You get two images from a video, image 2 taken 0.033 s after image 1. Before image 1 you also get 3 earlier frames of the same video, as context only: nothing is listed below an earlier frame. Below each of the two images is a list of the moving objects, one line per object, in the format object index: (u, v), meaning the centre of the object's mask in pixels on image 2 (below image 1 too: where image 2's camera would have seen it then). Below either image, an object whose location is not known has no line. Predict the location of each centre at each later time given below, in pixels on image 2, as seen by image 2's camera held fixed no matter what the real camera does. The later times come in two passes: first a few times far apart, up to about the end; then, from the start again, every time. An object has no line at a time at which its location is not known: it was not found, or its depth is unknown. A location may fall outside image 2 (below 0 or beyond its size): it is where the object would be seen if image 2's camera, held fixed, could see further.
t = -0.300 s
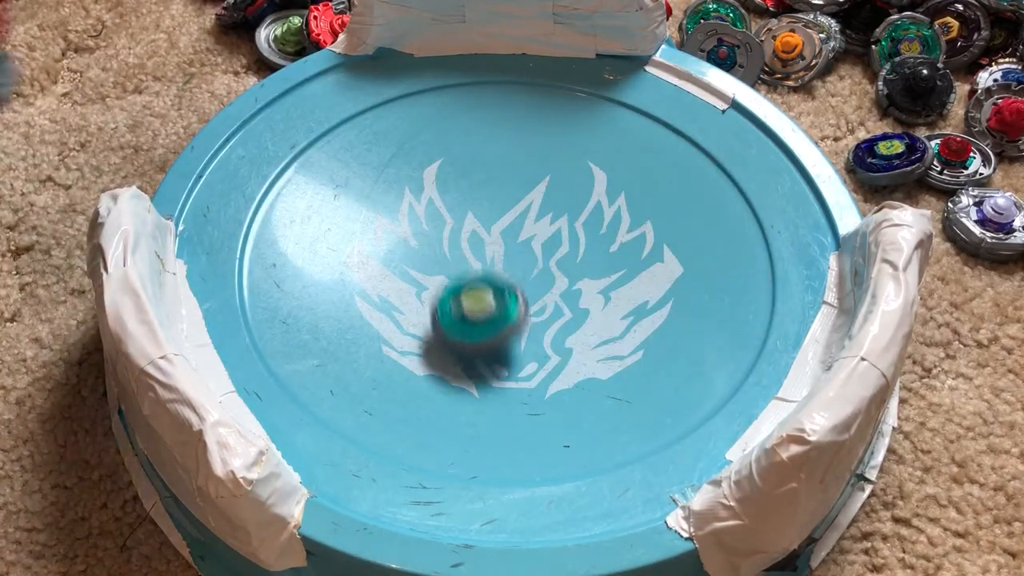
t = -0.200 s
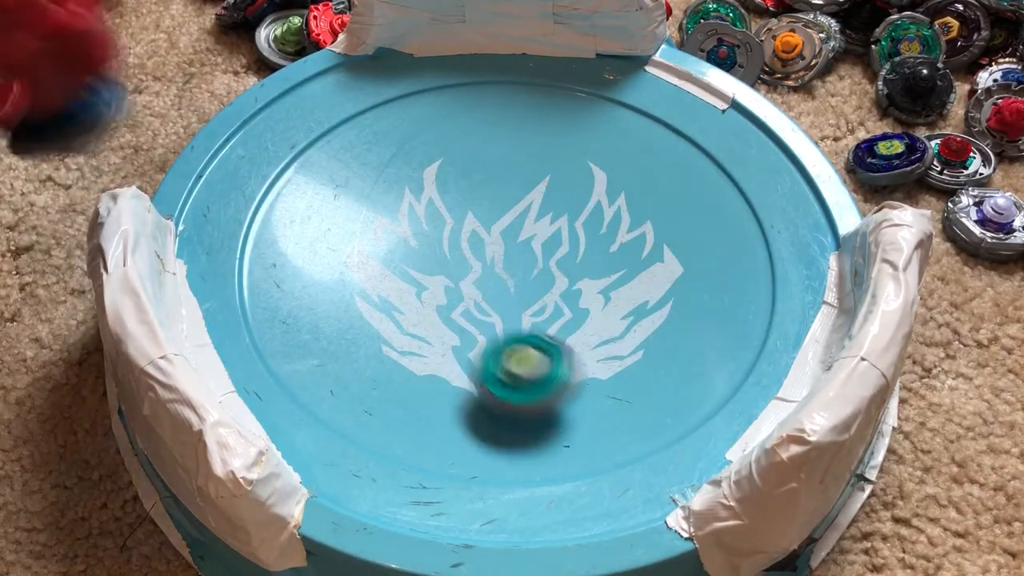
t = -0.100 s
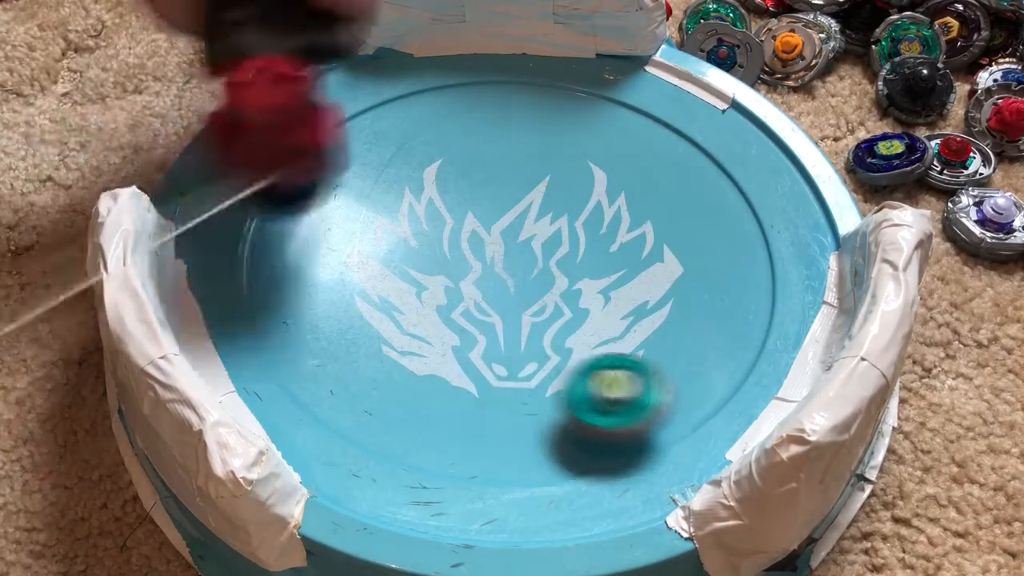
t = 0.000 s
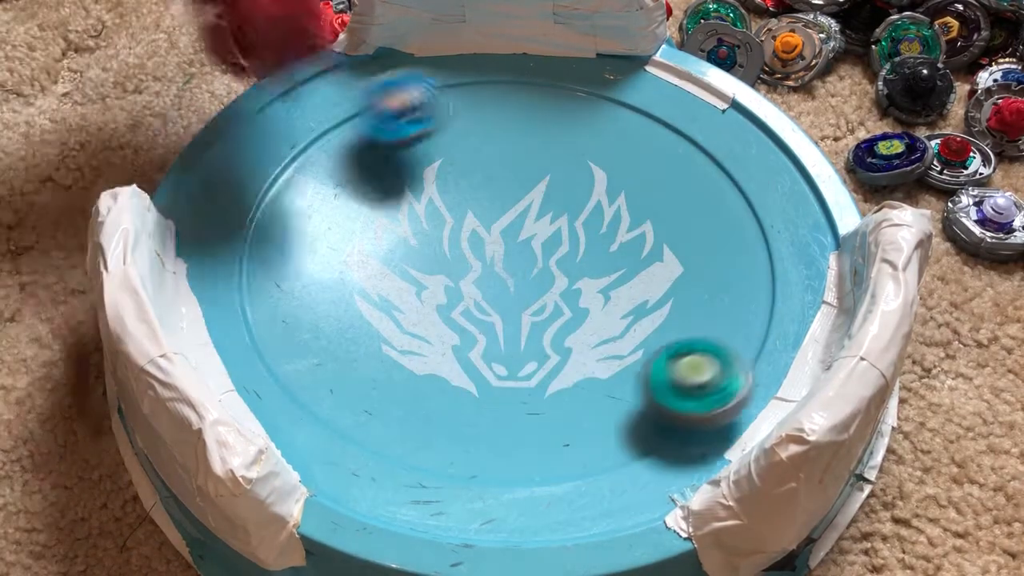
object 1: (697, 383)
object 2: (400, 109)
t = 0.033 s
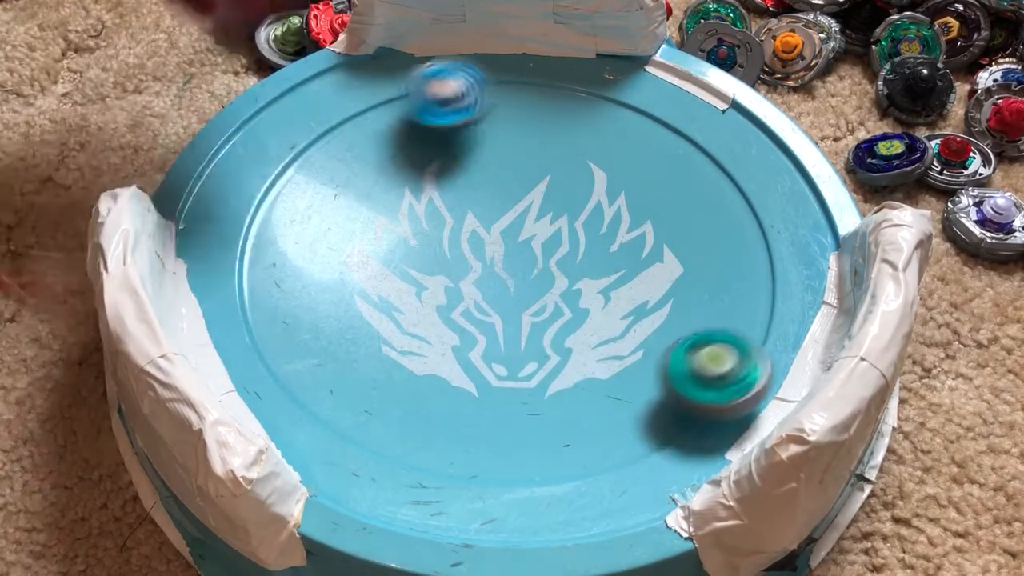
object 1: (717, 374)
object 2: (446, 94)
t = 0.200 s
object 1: (742, 299)
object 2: (547, 86)
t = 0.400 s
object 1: (624, 226)
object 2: (564, 122)
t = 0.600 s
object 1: (433, 247)
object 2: (568, 105)
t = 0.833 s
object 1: (382, 394)
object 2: (526, 95)
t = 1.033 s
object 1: (510, 442)
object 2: (541, 250)
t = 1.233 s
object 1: (614, 364)
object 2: (755, 307)
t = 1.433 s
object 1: (568, 232)
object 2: (795, 152)
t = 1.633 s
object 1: (397, 178)
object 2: (606, 87)
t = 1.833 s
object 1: (275, 261)
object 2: (430, 275)
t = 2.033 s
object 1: (342, 350)
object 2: (624, 443)
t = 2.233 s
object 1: (524, 341)
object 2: (737, 219)
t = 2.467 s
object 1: (560, 175)
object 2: (445, 122)
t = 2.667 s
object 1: (415, 115)
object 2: (263, 341)
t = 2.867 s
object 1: (321, 178)
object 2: (662, 463)
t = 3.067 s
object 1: (404, 298)
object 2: (642, 205)
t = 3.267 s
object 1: (612, 278)
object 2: (359, 113)
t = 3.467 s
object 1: (637, 144)
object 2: (277, 310)
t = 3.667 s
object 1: (528, 100)
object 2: (611, 363)
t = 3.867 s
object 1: (425, 177)
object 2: (683, 129)
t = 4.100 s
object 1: (514, 321)
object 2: (382, 71)
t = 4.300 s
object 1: (707, 286)
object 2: (298, 297)
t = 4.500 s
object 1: (712, 190)
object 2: (619, 409)
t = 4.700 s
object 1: (600, 161)
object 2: (786, 193)
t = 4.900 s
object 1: (473, 225)
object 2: (607, 58)
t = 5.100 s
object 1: (491, 351)
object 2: (368, 154)
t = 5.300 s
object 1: (637, 366)
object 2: (392, 386)
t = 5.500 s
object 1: (678, 295)
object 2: (731, 375)
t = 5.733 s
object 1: (564, 228)
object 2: (656, 157)
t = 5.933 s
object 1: (439, 256)
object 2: (375, 168)
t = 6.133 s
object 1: (410, 332)
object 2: (283, 355)
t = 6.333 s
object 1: (494, 365)
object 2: (603, 429)
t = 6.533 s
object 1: (553, 319)
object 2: (681, 226)
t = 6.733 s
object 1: (529, 258)
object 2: (451, 119)
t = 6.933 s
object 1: (464, 229)
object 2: (258, 232)
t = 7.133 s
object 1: (418, 237)
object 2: (387, 398)
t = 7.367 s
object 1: (422, 266)
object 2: (676, 276)
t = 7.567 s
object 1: (465, 268)
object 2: (557, 105)
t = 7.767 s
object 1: (503, 245)
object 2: (338, 137)
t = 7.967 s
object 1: (509, 217)
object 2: (355, 325)
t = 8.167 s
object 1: (500, 204)
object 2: (644, 342)
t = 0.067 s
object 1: (732, 363)
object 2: (480, 79)
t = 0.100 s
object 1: (741, 349)
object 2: (507, 66)
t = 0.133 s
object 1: (747, 331)
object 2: (524, 64)
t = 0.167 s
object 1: (747, 314)
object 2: (539, 75)
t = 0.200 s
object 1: (742, 299)
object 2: (547, 86)
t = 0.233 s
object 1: (733, 284)
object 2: (552, 96)
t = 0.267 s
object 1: (719, 270)
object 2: (556, 105)
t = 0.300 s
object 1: (702, 257)
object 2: (559, 112)
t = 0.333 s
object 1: (680, 245)
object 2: (562, 117)
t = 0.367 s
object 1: (653, 233)
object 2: (563, 121)
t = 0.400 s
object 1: (624, 226)
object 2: (564, 122)
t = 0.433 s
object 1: (591, 220)
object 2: (565, 123)
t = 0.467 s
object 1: (559, 217)
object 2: (565, 123)
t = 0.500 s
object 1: (525, 219)
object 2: (566, 121)
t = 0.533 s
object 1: (494, 223)
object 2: (567, 116)
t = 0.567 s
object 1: (461, 233)
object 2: (567, 111)
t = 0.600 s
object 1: (433, 247)
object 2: (568, 105)
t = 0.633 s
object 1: (408, 262)
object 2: (569, 98)
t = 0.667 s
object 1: (386, 282)
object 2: (569, 90)
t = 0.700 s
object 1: (371, 304)
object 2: (569, 79)
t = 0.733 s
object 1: (362, 326)
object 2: (556, 76)
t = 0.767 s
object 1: (361, 349)
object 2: (545, 82)
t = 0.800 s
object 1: (368, 373)
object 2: (536, 86)
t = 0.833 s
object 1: (382, 394)
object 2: (526, 95)
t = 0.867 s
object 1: (400, 413)
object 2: (516, 110)
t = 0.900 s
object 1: (421, 426)
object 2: (507, 134)
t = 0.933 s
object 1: (443, 435)
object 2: (505, 162)
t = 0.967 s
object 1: (465, 441)
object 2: (509, 193)
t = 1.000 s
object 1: (488, 443)
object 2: (522, 222)
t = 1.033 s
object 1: (510, 442)
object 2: (541, 250)
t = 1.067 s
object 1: (533, 436)
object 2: (567, 272)
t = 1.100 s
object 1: (553, 429)
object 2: (598, 293)
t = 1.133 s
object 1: (572, 416)
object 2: (634, 308)
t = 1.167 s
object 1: (589, 402)
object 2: (674, 312)
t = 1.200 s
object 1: (603, 384)
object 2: (714, 313)
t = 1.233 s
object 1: (614, 364)
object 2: (755, 307)
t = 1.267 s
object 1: (621, 342)
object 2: (783, 277)
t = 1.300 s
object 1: (621, 321)
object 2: (794, 250)
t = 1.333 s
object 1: (616, 294)
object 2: (789, 231)
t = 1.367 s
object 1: (604, 275)
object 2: (789, 203)
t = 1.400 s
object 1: (589, 250)
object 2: (791, 177)
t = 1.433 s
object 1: (568, 232)
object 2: (795, 152)
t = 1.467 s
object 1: (541, 210)
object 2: (765, 124)
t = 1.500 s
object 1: (512, 199)
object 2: (728, 112)
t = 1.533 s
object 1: (485, 190)
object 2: (698, 96)
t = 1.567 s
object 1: (455, 183)
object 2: (667, 85)
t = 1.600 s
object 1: (426, 177)
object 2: (635, 83)
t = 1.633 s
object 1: (397, 178)
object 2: (606, 87)
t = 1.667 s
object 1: (368, 185)
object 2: (573, 103)
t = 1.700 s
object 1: (340, 194)
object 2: (536, 124)
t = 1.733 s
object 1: (317, 207)
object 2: (500, 152)
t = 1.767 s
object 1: (296, 225)
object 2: (470, 185)
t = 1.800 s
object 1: (283, 243)
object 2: (445, 230)
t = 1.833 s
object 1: (275, 261)
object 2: (430, 275)
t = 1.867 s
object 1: (273, 280)
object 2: (427, 316)
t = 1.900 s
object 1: (278, 296)
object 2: (436, 357)
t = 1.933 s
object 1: (288, 313)
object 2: (462, 395)
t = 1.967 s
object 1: (301, 326)
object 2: (500, 431)
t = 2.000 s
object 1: (319, 339)
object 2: (551, 456)
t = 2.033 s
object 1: (342, 350)
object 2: (624, 443)
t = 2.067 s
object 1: (369, 357)
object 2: (683, 434)
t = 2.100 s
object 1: (399, 363)
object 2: (705, 382)
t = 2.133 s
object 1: (433, 363)
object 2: (718, 345)
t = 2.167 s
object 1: (467, 359)
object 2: (734, 303)
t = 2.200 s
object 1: (497, 353)
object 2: (742, 258)
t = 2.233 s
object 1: (524, 341)
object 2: (737, 219)
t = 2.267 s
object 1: (547, 319)
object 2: (718, 181)
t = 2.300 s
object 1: (565, 298)
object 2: (690, 152)
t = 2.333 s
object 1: (577, 273)
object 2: (654, 130)
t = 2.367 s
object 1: (582, 246)
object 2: (604, 114)
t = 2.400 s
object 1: (580, 221)
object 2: (556, 107)
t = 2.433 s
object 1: (574, 196)
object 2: (500, 111)
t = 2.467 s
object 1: (560, 175)
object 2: (445, 122)
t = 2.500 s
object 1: (541, 155)
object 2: (394, 141)
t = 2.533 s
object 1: (520, 141)
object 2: (350, 168)
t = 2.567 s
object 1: (496, 127)
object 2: (307, 204)
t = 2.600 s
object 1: (470, 118)
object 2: (272, 254)
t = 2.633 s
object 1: (442, 114)
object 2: (254, 299)
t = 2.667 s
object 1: (415, 115)
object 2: (263, 341)
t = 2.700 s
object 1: (391, 118)
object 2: (294, 394)
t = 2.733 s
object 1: (370, 124)
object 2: (365, 432)
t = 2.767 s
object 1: (349, 134)
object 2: (442, 459)
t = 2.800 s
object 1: (335, 147)
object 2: (522, 476)
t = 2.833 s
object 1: (325, 162)
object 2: (597, 479)
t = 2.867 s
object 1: (321, 178)
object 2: (662, 463)
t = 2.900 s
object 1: (321, 198)
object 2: (682, 411)
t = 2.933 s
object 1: (325, 218)
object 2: (688, 372)
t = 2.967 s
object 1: (336, 242)
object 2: (694, 329)
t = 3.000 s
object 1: (353, 262)
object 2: (689, 285)
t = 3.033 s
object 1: (375, 283)
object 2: (670, 245)
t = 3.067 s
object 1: (404, 298)
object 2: (642, 205)
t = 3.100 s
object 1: (439, 309)
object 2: (605, 171)
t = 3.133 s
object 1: (476, 318)
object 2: (560, 144)
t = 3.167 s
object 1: (514, 315)
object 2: (512, 124)
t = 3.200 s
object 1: (550, 310)
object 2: (460, 113)
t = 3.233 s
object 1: (584, 294)
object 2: (409, 110)
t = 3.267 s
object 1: (612, 278)
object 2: (359, 113)
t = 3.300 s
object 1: (635, 255)
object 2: (307, 125)
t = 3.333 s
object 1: (650, 231)
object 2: (269, 158)
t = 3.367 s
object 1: (655, 206)
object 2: (232, 193)
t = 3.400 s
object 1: (656, 183)
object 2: (217, 224)
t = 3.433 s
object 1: (650, 162)
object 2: (244, 268)
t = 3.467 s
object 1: (637, 144)
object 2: (277, 310)
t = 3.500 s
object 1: (622, 129)
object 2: (311, 342)
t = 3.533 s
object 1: (605, 117)
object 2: (366, 370)
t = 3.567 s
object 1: (587, 107)
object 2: (427, 387)
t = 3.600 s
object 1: (568, 101)
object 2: (490, 393)
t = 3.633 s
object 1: (548, 99)
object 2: (552, 385)
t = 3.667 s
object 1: (528, 100)
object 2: (611, 363)
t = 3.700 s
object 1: (507, 104)
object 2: (658, 331)
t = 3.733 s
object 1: (487, 113)
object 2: (690, 293)
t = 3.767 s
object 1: (468, 123)
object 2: (708, 250)
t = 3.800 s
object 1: (449, 139)
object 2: (710, 207)
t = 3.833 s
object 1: (435, 156)
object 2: (700, 165)
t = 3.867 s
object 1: (425, 177)
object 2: (683, 129)
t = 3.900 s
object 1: (419, 201)
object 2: (649, 93)
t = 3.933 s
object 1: (420, 225)
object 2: (599, 71)
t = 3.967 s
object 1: (428, 246)
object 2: (555, 57)
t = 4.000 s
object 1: (442, 269)
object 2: (510, 45)
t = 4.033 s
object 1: (461, 288)
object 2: (463, 43)
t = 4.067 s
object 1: (485, 306)
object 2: (417, 54)
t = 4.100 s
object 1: (514, 321)
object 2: (382, 71)
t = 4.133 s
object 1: (546, 331)
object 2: (346, 98)
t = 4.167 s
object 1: (583, 330)
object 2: (315, 132)
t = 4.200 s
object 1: (619, 326)
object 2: (292, 168)
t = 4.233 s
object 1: (655, 318)
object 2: (281, 210)
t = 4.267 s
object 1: (685, 303)
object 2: (283, 255)
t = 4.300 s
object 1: (707, 286)
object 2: (298, 297)
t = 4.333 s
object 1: (722, 267)
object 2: (328, 337)
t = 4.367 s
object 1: (731, 250)
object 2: (371, 368)
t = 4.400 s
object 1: (733, 232)
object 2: (426, 395)
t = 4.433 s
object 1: (730, 217)
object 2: (490, 413)
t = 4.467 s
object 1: (722, 203)
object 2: (554, 418)
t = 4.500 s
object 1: (712, 190)
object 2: (619, 409)
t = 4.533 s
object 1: (699, 180)
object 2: (680, 390)
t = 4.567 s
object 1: (684, 172)
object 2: (729, 366)
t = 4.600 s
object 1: (666, 166)
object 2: (761, 320)
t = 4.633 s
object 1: (647, 163)
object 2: (779, 274)
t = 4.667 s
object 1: (624, 161)
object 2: (787, 233)
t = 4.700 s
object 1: (600, 161)
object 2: (786, 193)
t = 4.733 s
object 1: (575, 165)
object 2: (772, 160)
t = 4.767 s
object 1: (553, 170)
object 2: (750, 129)
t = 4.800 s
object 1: (530, 179)
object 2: (721, 103)
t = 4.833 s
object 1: (509, 191)
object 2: (686, 83)
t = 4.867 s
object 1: (488, 208)
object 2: (645, 70)
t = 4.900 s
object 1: (473, 225)
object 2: (607, 58)
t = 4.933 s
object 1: (463, 246)
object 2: (566, 62)
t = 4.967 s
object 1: (457, 268)
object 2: (525, 68)
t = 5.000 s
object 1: (455, 292)
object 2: (481, 80)
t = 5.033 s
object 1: (460, 314)
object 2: (438, 101)
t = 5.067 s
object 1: (473, 332)
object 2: (399, 125)
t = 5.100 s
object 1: (491, 351)
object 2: (368, 154)
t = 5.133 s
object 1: (513, 365)
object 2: (343, 189)
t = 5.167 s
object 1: (538, 374)
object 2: (326, 233)
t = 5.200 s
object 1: (565, 377)
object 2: (322, 272)
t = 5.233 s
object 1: (591, 376)
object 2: (333, 312)
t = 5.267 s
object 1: (615, 372)
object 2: (356, 350)
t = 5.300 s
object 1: (637, 366)
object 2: (392, 386)
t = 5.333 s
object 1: (654, 356)
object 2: (438, 415)
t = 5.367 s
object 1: (666, 347)
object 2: (493, 437)
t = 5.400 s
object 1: (676, 335)
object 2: (552, 448)
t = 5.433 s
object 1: (680, 321)
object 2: (618, 435)
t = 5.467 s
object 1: (681, 306)
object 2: (681, 408)
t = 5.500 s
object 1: (678, 295)
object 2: (731, 375)
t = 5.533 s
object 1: (671, 281)
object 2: (772, 340)
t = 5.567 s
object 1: (660, 269)
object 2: (796, 305)
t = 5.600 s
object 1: (646, 257)
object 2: (785, 265)
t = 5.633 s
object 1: (628, 246)
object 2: (762, 232)
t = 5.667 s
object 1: (609, 238)
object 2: (731, 201)
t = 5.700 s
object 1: (586, 233)
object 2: (695, 176)
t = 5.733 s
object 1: (564, 228)
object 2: (656, 157)
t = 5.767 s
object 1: (542, 227)
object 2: (606, 143)
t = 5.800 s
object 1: (519, 226)
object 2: (557, 134)
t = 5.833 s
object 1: (496, 231)
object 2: (509, 133)
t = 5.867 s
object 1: (475, 238)
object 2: (463, 138)
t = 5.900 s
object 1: (456, 246)
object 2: (418, 149)
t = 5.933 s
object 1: (439, 256)
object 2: (375, 168)
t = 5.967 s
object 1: (422, 271)
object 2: (341, 190)
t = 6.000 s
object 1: (413, 282)
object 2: (310, 220)
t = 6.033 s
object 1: (407, 296)
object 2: (285, 252)
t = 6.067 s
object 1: (404, 310)
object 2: (275, 284)
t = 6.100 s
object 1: (405, 321)
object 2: (274, 319)
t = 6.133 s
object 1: (410, 332)
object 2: (283, 355)
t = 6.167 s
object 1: (419, 343)
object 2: (312, 387)
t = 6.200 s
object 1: (432, 351)
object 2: (371, 419)
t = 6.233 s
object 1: (445, 357)
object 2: (432, 436)
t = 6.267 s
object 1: (460, 363)
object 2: (492, 446)
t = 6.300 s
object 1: (477, 366)
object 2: (550, 444)
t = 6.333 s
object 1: (494, 365)
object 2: (603, 429)
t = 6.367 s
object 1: (508, 363)
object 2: (646, 404)
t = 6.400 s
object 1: (521, 357)
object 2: (676, 374)
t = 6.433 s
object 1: (532, 351)
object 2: (696, 338)
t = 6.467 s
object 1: (542, 341)
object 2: (701, 299)
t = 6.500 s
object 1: (550, 330)
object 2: (697, 261)
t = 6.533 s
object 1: (553, 319)
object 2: (681, 226)
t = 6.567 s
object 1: (555, 308)
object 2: (656, 196)
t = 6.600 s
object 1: (553, 295)
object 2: (620, 169)
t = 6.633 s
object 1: (550, 285)
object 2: (580, 149)
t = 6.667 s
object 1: (545, 276)
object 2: (539, 131)
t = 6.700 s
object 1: (538, 266)
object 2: (495, 121)
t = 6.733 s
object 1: (529, 258)
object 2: (451, 119)
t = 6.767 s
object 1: (520, 251)
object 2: (408, 126)
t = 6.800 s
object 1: (509, 243)
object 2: (368, 136)
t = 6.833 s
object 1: (498, 237)
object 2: (331, 152)
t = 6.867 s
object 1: (487, 233)
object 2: (299, 175)
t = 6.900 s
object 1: (474, 231)
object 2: (273, 203)
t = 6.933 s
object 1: (464, 229)
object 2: (258, 232)
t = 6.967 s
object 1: (454, 229)
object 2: (252, 263)
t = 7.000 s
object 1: (445, 229)
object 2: (258, 296)
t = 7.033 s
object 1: (437, 230)
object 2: (273, 326)
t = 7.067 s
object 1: (430, 231)
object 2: (299, 355)
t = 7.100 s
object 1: (424, 234)
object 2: (339, 380)
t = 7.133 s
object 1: (418, 237)
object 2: (387, 398)
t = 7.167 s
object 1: (415, 240)
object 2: (442, 408)
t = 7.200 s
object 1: (412, 244)
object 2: (497, 409)
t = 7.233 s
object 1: (411, 248)
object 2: (550, 396)
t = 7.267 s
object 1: (411, 253)
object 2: (596, 377)
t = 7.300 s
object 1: (412, 258)
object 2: (636, 349)
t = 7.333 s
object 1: (417, 260)
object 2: (663, 315)
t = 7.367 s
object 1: (422, 266)
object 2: (676, 276)
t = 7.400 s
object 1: (427, 269)
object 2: (679, 241)
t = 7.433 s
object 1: (435, 270)
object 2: (668, 206)
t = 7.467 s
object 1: (442, 271)
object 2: (651, 173)
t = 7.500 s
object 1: (449, 271)
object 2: (625, 147)
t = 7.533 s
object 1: (458, 269)
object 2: (591, 122)
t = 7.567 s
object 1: (465, 268)
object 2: (557, 105)
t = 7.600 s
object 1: (472, 266)
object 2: (517, 93)
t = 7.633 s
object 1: (479, 263)
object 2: (478, 89)
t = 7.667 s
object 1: (487, 259)
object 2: (439, 91)
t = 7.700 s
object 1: (492, 256)
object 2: (399, 100)
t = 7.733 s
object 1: (498, 250)
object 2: (366, 116)
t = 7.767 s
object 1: (503, 245)
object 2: (338, 137)
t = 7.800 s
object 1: (506, 241)
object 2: (316, 164)
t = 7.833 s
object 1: (508, 235)
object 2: (303, 192)
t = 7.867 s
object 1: (509, 230)
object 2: (297, 228)
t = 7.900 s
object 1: (510, 226)
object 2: (306, 262)
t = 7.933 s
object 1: (510, 222)
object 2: (325, 295)
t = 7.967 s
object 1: (509, 217)
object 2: (355, 325)
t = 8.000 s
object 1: (508, 213)
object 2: (393, 349)
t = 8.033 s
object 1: (507, 211)
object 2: (443, 367)
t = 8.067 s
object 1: (505, 208)
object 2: (497, 375)
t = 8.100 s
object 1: (504, 207)
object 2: (546, 374)
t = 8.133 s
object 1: (502, 206)
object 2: (598, 363)
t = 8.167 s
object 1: (500, 204)
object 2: (644, 342)
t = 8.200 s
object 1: (498, 204)
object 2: (679, 314)
